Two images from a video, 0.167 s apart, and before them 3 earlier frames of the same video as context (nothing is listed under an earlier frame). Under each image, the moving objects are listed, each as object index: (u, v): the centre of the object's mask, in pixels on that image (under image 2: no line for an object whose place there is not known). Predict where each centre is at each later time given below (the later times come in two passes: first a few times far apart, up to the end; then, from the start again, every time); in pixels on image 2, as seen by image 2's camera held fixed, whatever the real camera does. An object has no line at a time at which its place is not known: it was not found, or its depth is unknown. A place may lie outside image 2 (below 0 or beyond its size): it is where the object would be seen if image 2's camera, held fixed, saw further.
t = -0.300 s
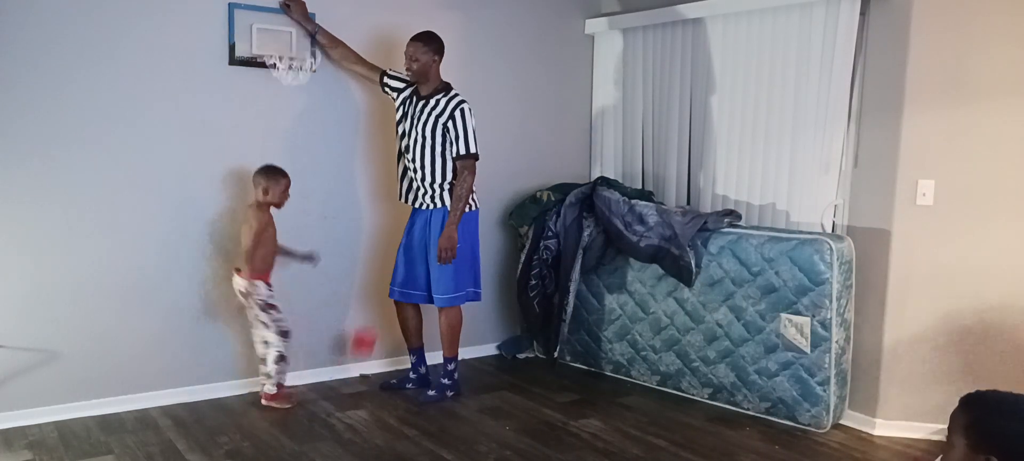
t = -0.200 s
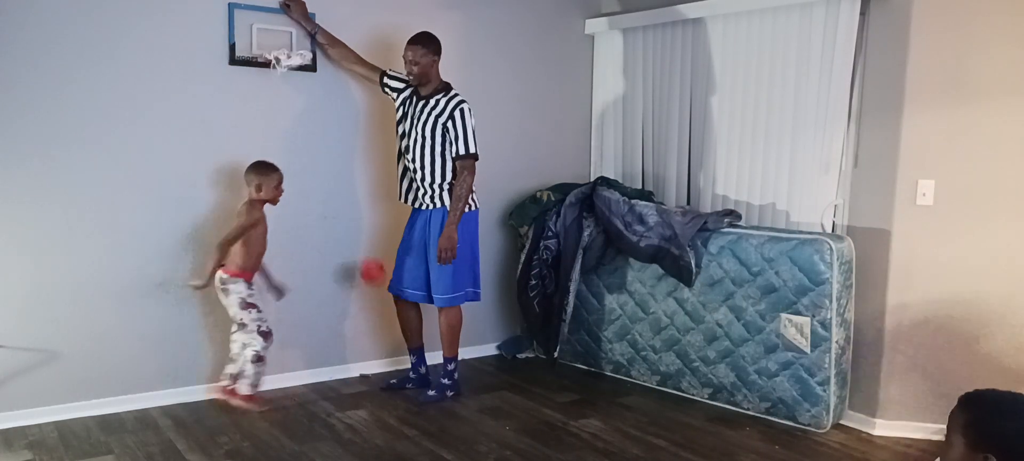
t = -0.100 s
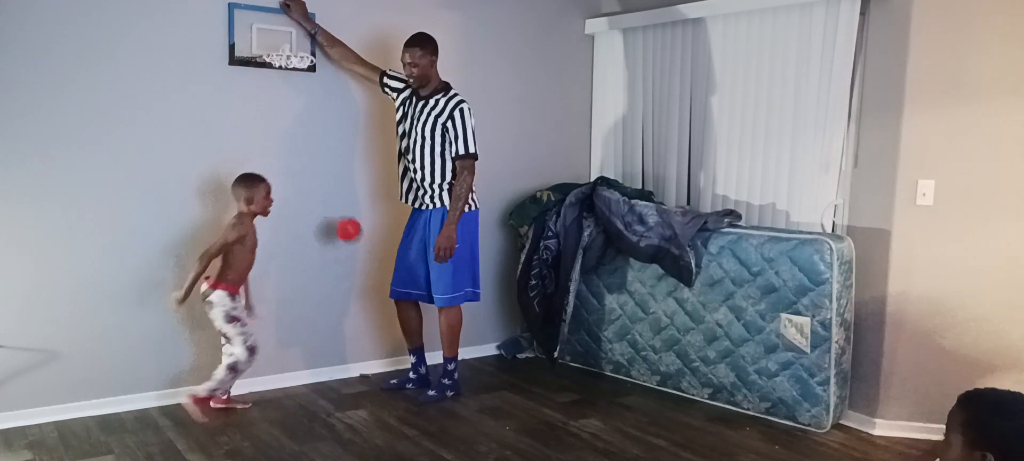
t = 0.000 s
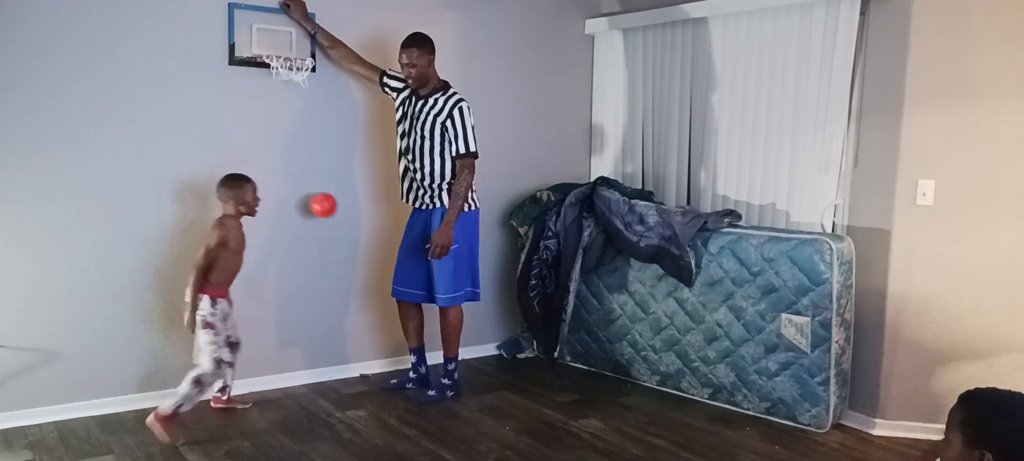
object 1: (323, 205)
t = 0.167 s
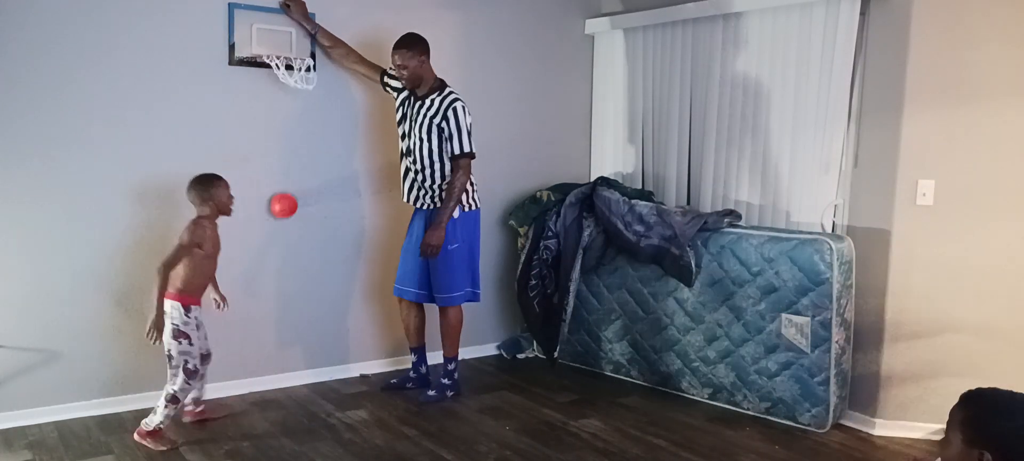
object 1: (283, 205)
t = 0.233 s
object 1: (279, 224)
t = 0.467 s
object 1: (264, 362)
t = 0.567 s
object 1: (269, 359)
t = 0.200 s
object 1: (281, 214)
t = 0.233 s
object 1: (279, 224)
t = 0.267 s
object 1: (277, 237)
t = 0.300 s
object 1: (276, 252)
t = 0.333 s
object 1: (273, 270)
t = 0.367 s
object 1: (271, 290)
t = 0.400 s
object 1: (269, 312)
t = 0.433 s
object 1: (266, 337)
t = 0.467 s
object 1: (264, 362)
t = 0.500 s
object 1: (263, 398)
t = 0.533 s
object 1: (265, 382)
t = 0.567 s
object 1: (269, 359)
